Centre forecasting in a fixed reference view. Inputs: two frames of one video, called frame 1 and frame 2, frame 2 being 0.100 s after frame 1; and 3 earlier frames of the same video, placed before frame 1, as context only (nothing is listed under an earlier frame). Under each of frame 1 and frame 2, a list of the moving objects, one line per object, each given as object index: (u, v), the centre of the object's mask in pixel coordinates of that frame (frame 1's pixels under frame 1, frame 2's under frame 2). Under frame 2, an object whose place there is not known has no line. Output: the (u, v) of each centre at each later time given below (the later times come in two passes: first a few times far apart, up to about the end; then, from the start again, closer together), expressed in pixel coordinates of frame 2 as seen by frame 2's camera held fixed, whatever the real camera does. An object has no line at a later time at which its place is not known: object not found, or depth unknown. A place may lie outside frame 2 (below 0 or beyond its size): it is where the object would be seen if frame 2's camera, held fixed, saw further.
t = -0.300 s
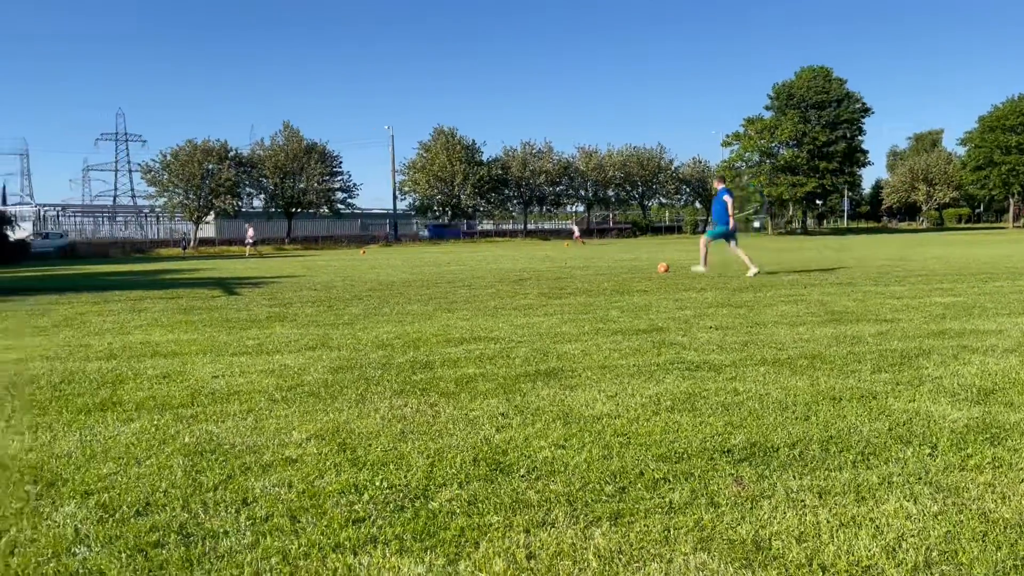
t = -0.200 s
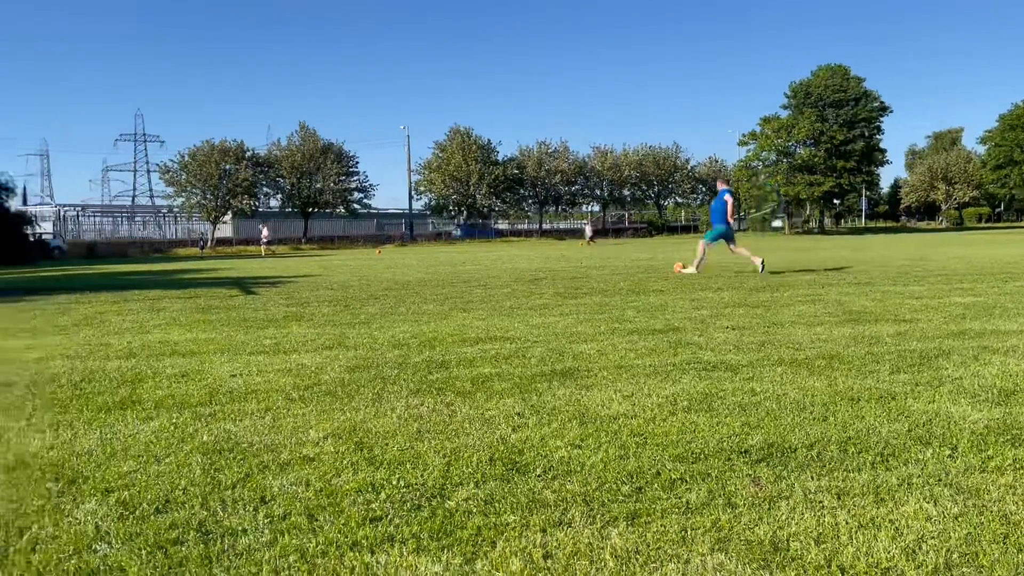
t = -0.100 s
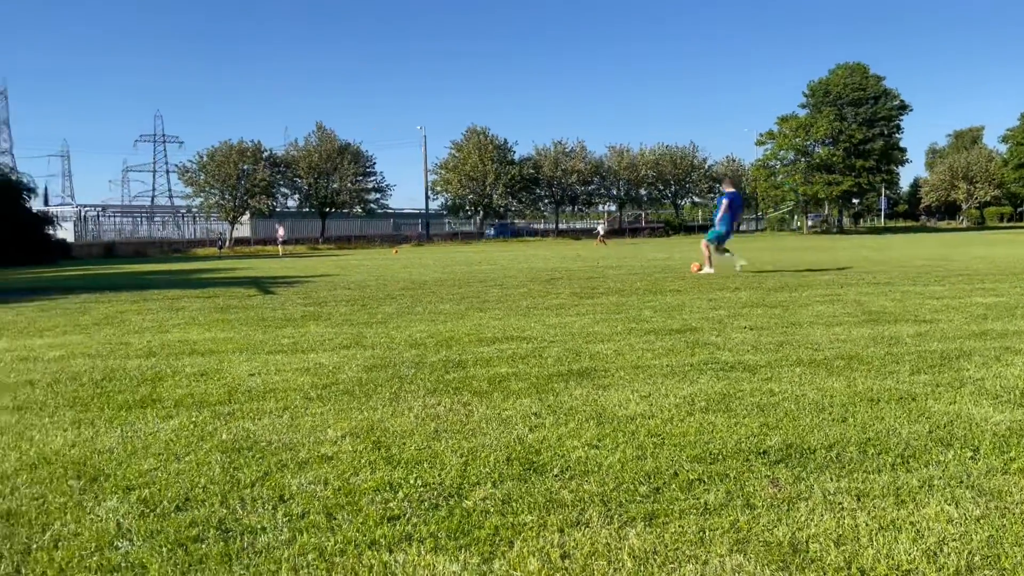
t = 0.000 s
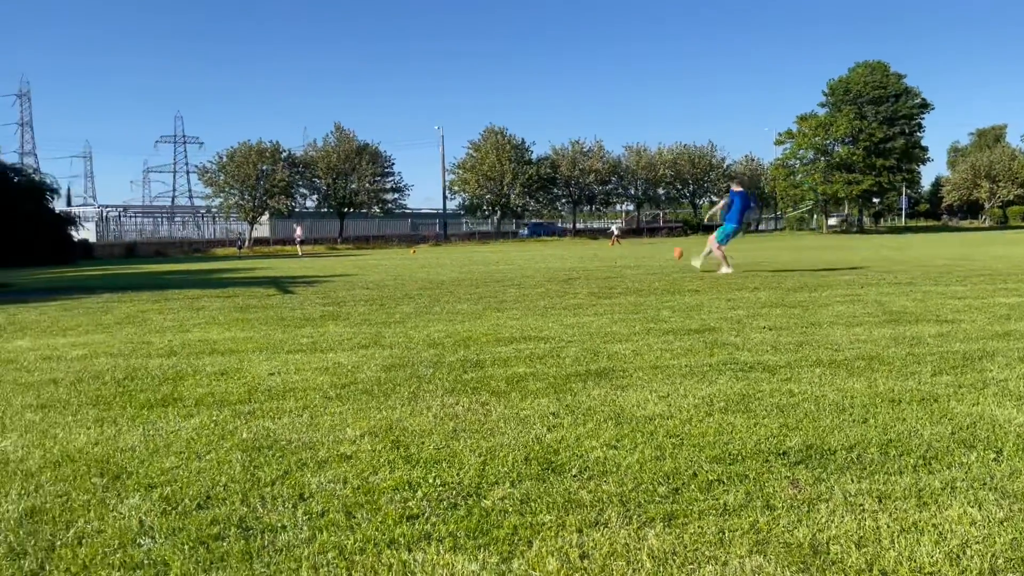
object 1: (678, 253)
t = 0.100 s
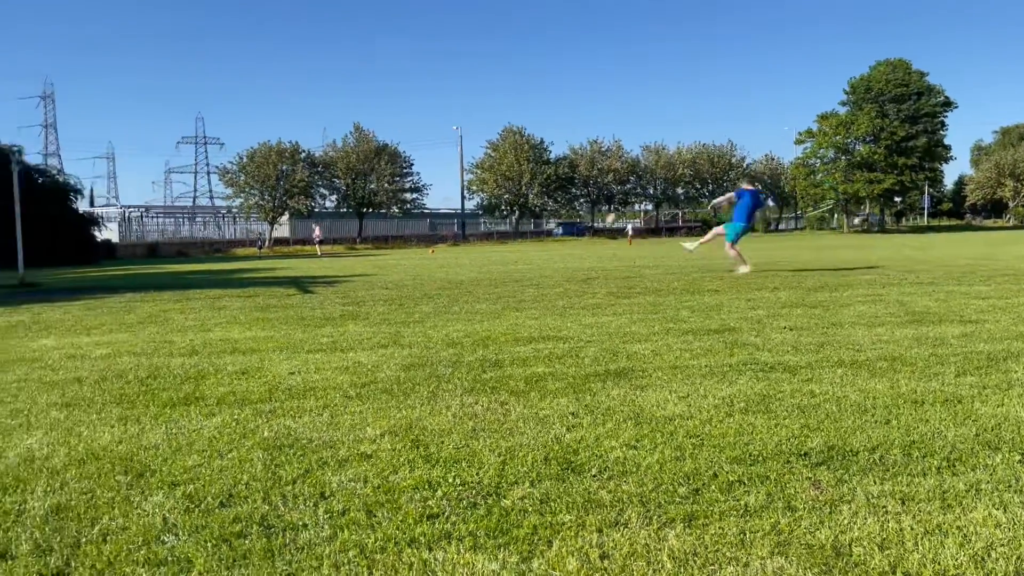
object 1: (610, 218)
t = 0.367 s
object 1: (410, 149)
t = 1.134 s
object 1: (-185, 113)
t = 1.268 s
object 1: (-310, 137)
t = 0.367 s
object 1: (410, 149)
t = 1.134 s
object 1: (-185, 113)
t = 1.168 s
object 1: (-217, 117)
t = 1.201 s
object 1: (-247, 124)
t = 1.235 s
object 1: (-280, 131)
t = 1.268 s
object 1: (-310, 137)
